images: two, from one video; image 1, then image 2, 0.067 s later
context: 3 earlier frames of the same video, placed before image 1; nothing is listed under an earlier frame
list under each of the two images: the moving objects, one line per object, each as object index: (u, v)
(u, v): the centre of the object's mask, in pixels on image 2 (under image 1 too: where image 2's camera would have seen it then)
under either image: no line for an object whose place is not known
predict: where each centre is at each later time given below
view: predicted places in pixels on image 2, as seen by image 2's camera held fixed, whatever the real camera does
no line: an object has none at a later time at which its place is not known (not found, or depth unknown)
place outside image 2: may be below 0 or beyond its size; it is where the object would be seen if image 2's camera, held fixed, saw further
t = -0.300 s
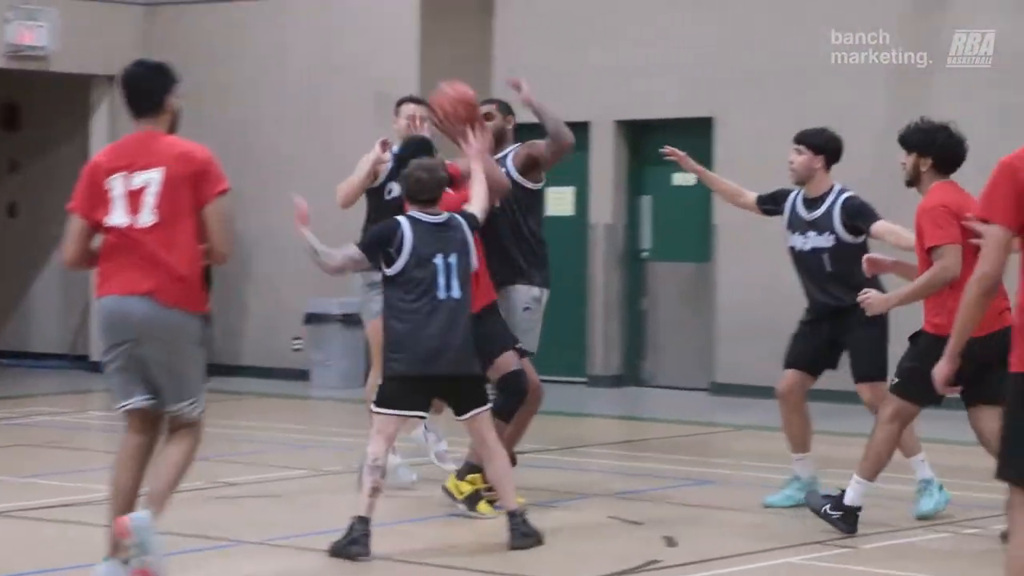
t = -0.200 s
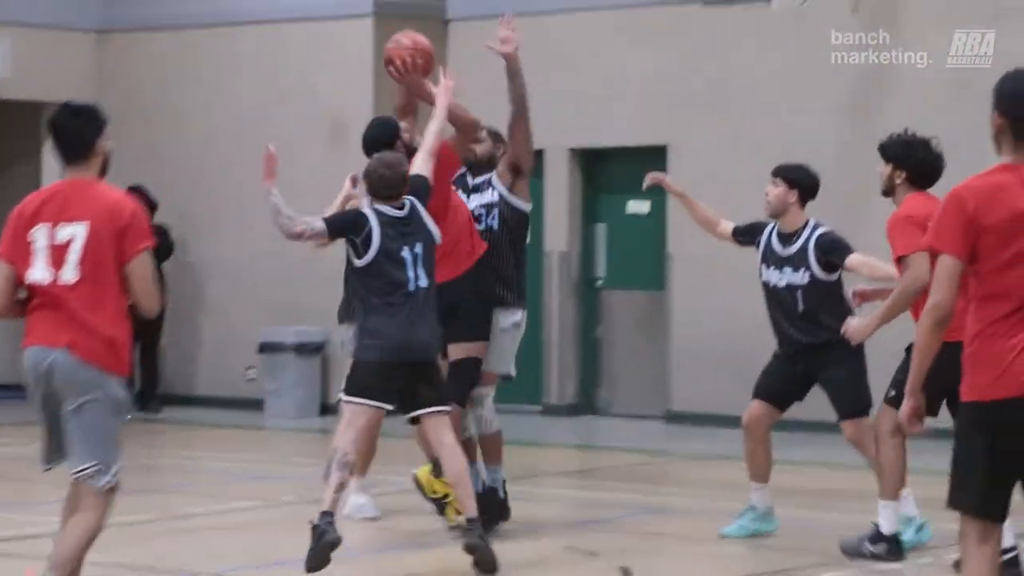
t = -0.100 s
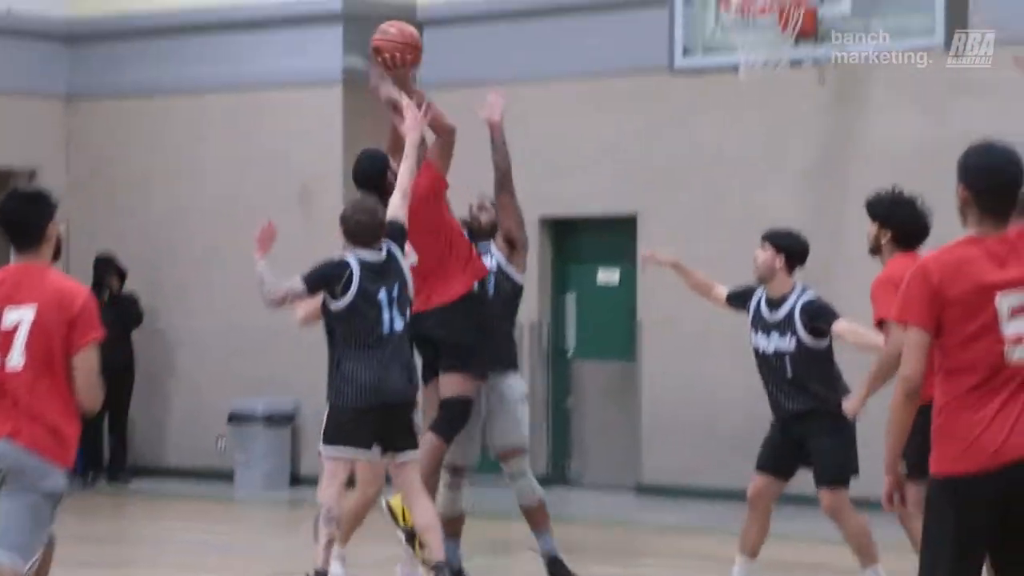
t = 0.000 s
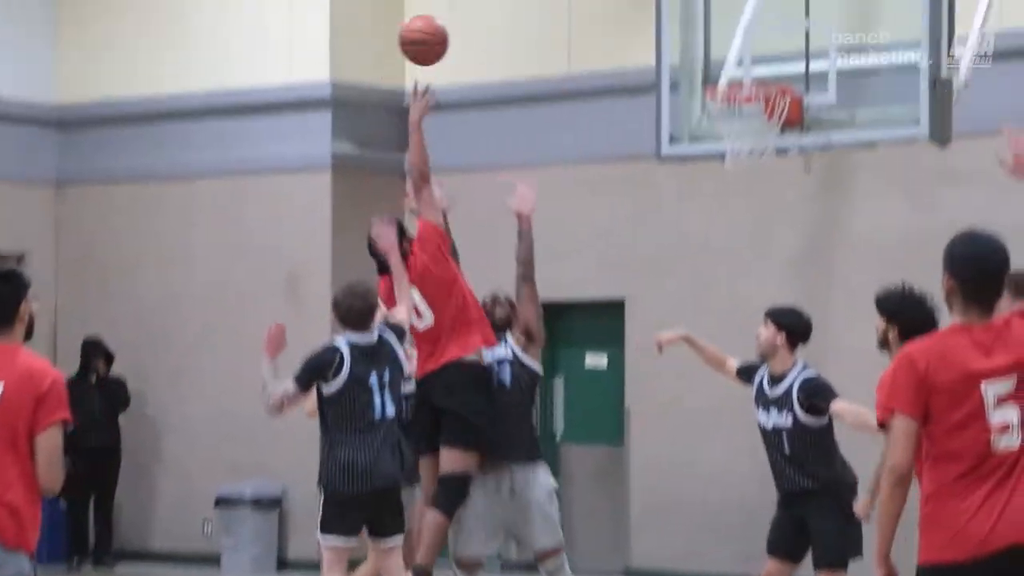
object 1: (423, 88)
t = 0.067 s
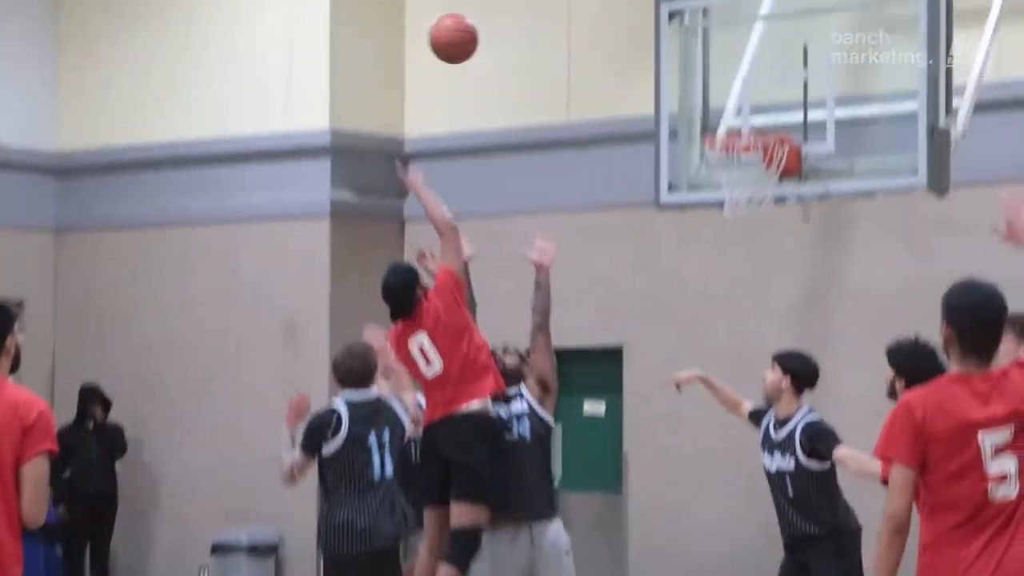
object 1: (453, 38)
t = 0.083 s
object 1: (461, 28)
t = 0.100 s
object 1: (468, 18)
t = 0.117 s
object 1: (475, 9)
